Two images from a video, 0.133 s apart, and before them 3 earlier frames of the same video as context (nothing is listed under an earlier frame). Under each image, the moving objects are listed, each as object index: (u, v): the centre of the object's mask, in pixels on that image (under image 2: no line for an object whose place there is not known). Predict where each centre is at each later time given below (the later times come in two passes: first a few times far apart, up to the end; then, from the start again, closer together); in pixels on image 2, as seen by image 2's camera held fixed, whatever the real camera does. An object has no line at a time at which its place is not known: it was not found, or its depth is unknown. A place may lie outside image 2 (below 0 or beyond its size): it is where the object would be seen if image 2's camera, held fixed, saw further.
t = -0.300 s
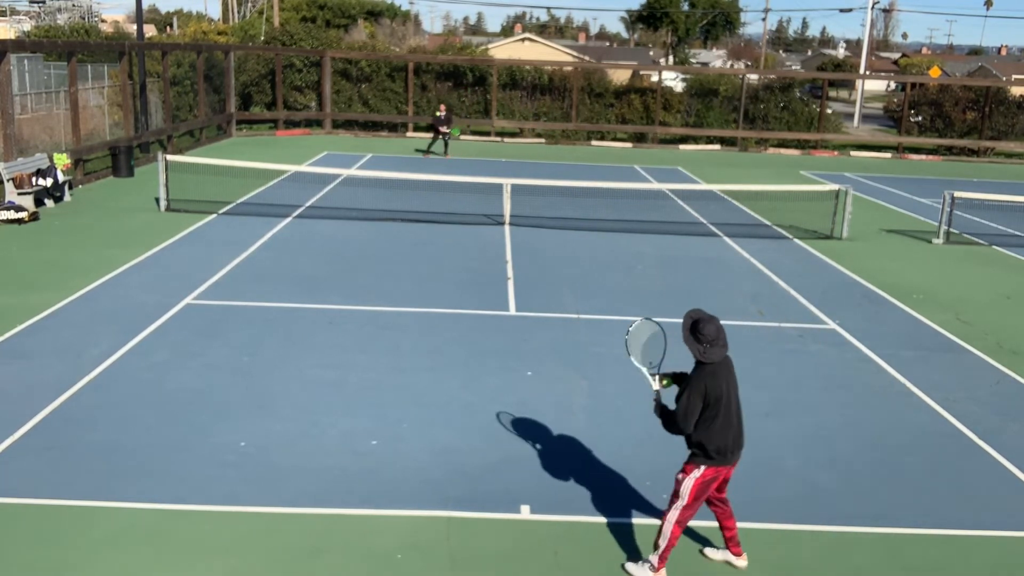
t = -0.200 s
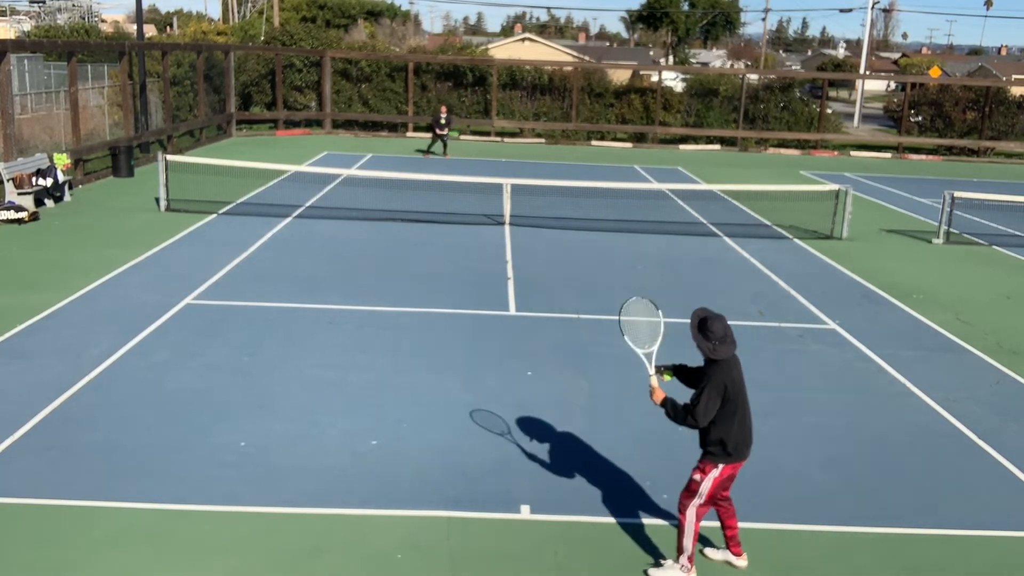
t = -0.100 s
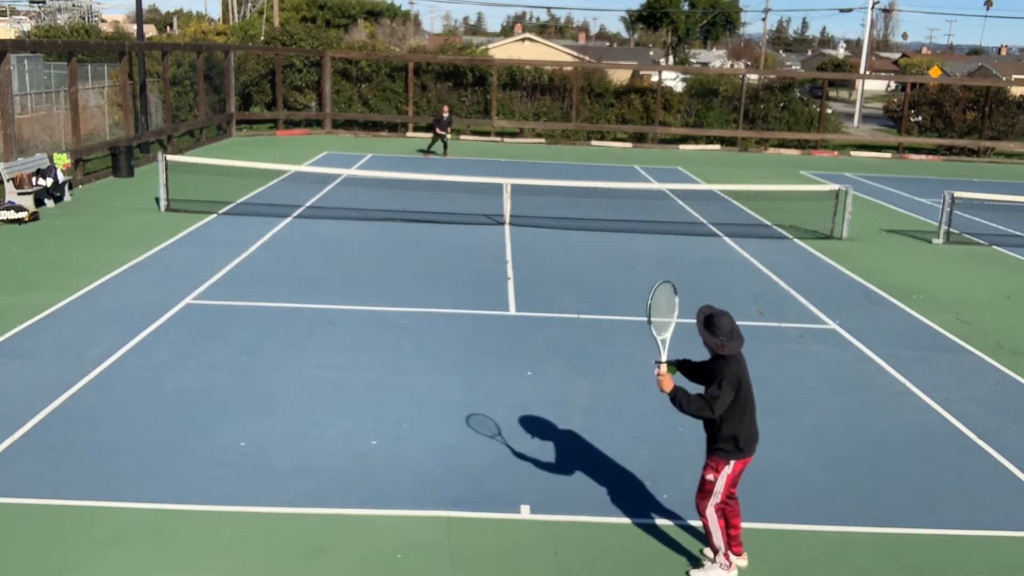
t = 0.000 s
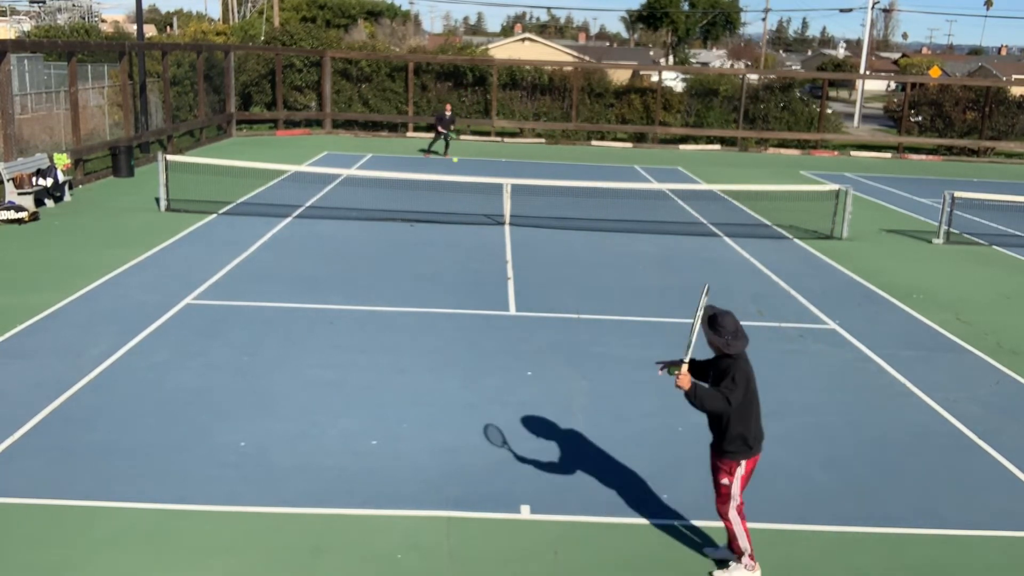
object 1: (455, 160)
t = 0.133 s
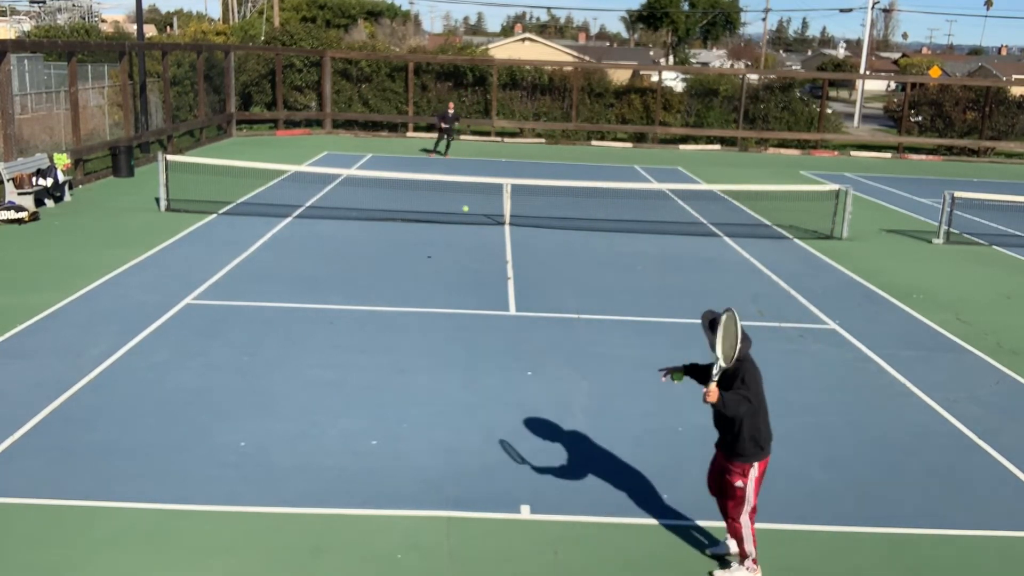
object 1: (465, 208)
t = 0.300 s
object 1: (482, 308)
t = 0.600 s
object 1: (527, 311)
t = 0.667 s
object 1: (540, 316)
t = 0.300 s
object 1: (482, 308)
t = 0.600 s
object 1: (527, 311)
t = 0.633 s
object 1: (533, 313)
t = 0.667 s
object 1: (540, 316)
